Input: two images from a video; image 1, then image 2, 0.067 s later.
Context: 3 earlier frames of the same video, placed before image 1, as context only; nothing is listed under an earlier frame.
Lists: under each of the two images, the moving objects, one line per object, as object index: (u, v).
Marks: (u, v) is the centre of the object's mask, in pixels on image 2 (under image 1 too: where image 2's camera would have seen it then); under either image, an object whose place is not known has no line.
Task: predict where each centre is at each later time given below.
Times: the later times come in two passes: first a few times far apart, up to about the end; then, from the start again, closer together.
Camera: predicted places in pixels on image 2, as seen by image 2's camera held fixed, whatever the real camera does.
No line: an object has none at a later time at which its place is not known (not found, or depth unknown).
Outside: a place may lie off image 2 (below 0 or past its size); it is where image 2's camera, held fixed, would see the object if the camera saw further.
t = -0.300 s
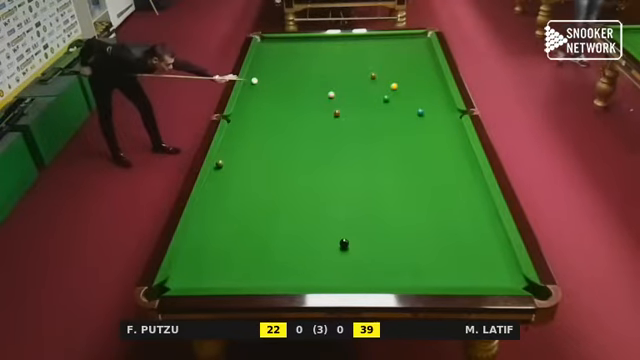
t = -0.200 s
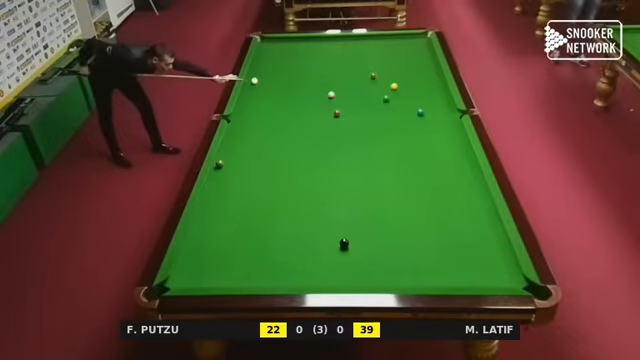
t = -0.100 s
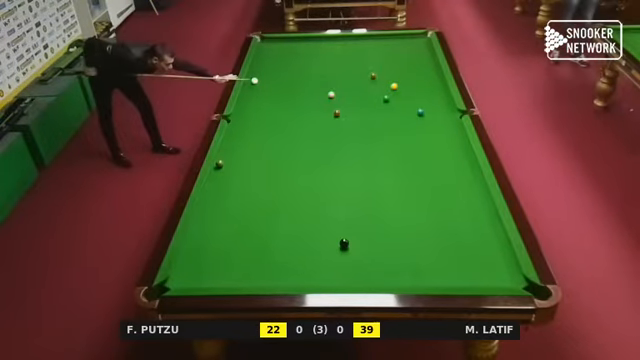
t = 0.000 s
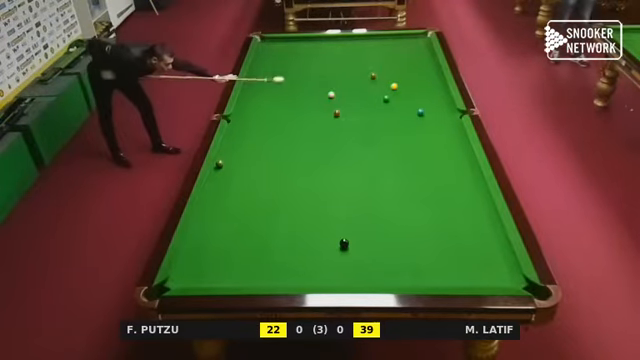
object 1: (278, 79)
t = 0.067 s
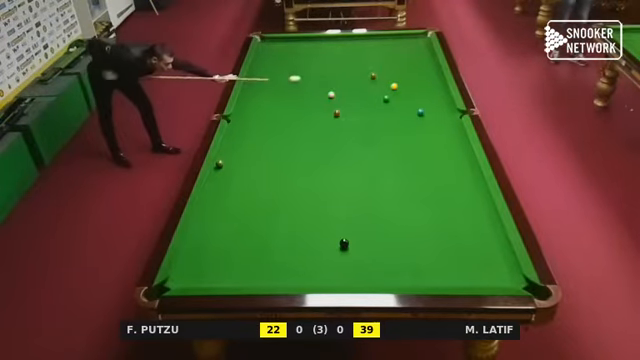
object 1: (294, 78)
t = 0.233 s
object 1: (335, 76)
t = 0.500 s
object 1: (378, 69)
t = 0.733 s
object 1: (401, 60)
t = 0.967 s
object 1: (423, 52)
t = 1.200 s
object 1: (421, 46)
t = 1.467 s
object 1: (403, 42)
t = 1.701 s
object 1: (388, 38)
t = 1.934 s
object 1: (375, 35)
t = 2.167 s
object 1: (364, 38)
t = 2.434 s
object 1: (354, 41)
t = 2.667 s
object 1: (344, 44)
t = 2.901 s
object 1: (335, 47)
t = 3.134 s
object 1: (326, 49)
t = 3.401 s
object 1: (318, 52)
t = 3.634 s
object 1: (309, 54)
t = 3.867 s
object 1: (302, 56)
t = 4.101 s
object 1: (295, 59)
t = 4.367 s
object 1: (287, 61)
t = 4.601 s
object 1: (281, 63)
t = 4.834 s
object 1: (276, 64)
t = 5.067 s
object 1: (270, 65)
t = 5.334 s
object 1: (265, 67)
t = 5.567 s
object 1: (261, 68)
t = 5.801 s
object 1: (257, 69)
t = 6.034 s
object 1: (255, 70)
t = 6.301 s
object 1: (251, 71)
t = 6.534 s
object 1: (250, 71)
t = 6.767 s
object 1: (250, 71)
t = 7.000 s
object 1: (250, 71)
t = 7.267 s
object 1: (250, 71)
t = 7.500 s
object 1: (250, 71)
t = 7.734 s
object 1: (250, 71)
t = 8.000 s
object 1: (250, 71)
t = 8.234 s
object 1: (250, 71)
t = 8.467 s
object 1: (250, 71)
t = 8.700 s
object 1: (250, 71)
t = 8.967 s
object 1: (250, 71)
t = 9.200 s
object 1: (250, 71)
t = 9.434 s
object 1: (250, 71)
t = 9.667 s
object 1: (250, 71)
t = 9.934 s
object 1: (250, 71)
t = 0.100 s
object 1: (302, 78)
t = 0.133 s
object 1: (310, 77)
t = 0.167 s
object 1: (319, 76)
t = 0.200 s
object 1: (326, 76)
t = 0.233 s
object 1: (335, 76)
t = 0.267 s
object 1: (342, 76)
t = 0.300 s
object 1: (351, 75)
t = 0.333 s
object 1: (358, 75)
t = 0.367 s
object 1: (366, 74)
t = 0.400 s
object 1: (370, 73)
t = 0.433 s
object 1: (372, 71)
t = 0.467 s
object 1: (375, 70)
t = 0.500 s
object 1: (378, 69)
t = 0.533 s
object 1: (381, 67)
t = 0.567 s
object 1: (385, 66)
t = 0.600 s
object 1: (388, 65)
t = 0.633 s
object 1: (391, 63)
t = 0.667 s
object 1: (395, 62)
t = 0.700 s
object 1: (398, 61)
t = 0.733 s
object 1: (401, 60)
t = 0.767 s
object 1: (404, 59)
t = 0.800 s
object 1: (408, 58)
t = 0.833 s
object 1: (411, 57)
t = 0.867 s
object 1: (414, 55)
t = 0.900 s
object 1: (417, 54)
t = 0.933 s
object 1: (420, 53)
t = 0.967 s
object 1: (423, 52)
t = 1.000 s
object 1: (426, 51)
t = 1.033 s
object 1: (429, 50)
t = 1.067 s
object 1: (431, 49)
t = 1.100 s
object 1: (428, 48)
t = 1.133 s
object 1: (425, 48)
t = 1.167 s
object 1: (423, 47)
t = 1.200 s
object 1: (421, 46)
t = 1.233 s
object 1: (418, 46)
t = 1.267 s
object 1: (416, 45)
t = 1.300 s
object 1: (414, 45)
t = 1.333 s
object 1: (411, 44)
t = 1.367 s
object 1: (409, 43)
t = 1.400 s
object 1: (407, 43)
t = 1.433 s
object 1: (405, 43)
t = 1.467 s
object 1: (403, 42)
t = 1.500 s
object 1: (401, 41)
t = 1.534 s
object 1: (398, 41)
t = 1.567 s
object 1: (396, 40)
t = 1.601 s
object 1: (394, 40)
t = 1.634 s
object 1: (392, 39)
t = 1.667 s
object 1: (390, 39)
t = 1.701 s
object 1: (388, 38)
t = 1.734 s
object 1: (386, 38)
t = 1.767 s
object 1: (384, 37)
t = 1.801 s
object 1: (382, 37)
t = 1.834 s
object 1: (380, 36)
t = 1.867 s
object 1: (378, 36)
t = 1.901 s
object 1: (376, 35)
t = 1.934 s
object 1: (375, 35)
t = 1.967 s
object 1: (373, 35)
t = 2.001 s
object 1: (372, 36)
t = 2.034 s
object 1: (370, 36)
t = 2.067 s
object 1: (369, 37)
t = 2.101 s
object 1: (367, 37)
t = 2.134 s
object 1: (366, 37)
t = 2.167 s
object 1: (364, 38)
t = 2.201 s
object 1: (363, 38)
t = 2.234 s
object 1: (362, 39)
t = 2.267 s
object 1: (360, 39)
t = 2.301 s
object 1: (359, 39)
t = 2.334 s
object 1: (358, 40)
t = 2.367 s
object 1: (356, 40)
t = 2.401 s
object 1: (355, 41)
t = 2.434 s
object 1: (354, 41)
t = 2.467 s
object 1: (352, 42)
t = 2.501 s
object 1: (351, 42)
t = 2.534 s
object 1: (350, 42)
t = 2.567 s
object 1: (348, 43)
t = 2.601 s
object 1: (347, 43)
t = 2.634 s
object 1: (346, 43)
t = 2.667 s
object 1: (344, 44)
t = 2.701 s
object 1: (343, 44)
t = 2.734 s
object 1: (342, 45)
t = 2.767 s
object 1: (340, 45)
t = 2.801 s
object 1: (339, 45)
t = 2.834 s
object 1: (338, 46)
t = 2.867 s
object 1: (336, 46)
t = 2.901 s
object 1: (335, 47)
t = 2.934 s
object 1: (334, 47)
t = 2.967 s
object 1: (332, 47)
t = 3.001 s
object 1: (331, 48)
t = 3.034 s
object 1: (330, 48)
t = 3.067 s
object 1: (329, 48)
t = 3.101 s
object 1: (328, 49)
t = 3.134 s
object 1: (326, 49)
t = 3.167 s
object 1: (325, 50)
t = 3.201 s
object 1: (324, 50)
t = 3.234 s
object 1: (323, 50)
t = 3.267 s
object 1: (322, 51)
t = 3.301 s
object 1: (321, 51)
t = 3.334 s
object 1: (320, 51)
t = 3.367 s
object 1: (318, 52)
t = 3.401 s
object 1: (318, 52)
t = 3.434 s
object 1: (316, 52)
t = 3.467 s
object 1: (315, 53)
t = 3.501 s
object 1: (314, 53)
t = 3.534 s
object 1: (313, 53)
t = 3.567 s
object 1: (312, 54)
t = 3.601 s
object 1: (310, 54)
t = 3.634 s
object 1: (309, 54)
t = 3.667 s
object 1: (308, 55)
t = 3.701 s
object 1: (307, 55)
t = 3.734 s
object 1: (306, 55)
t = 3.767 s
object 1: (305, 56)
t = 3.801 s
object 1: (304, 56)
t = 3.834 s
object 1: (303, 56)
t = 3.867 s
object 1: (302, 56)
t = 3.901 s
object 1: (301, 57)
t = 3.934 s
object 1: (300, 57)
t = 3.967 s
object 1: (299, 57)
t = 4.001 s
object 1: (298, 58)
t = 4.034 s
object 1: (297, 58)
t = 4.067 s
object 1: (296, 58)
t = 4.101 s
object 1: (295, 59)
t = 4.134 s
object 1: (294, 59)
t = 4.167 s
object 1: (293, 59)
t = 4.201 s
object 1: (292, 59)
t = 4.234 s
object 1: (291, 60)
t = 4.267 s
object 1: (290, 60)
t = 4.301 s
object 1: (289, 60)
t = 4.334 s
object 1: (288, 61)
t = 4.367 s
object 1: (287, 61)
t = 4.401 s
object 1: (287, 61)
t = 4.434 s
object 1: (286, 61)
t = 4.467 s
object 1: (285, 61)
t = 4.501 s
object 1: (284, 62)
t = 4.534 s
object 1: (283, 62)
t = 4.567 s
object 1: (282, 62)
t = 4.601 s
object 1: (281, 63)
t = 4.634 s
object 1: (281, 63)
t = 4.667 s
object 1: (280, 63)
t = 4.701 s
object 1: (279, 63)
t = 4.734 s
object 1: (278, 63)
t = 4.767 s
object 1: (277, 63)
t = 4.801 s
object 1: (276, 64)
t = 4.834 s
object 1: (276, 64)
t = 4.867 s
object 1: (275, 64)
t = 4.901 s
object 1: (274, 64)
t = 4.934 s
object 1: (273, 65)
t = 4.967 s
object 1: (272, 65)
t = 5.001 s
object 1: (272, 65)
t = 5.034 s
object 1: (271, 65)
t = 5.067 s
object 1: (270, 65)
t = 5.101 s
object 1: (270, 66)
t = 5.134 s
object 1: (269, 66)
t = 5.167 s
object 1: (268, 66)
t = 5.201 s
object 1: (268, 66)
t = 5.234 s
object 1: (267, 66)
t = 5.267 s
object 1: (266, 66)
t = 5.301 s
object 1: (266, 67)
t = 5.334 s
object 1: (265, 67)
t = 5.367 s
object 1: (264, 67)
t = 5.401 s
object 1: (264, 67)
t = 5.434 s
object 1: (263, 67)
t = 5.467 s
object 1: (263, 68)
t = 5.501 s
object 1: (262, 68)
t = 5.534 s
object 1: (261, 68)
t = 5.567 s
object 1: (261, 68)
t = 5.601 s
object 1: (260, 68)
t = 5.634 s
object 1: (260, 68)
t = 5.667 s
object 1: (259, 69)
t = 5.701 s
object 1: (259, 69)
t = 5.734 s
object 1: (258, 69)
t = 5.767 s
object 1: (258, 69)
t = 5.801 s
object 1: (257, 69)
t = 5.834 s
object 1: (257, 69)
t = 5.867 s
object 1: (257, 69)
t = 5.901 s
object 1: (256, 70)
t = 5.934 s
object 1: (255, 69)
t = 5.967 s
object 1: (255, 70)
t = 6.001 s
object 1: (255, 70)
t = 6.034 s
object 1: (255, 70)
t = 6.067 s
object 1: (254, 70)
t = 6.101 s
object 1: (253, 70)
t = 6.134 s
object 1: (253, 70)
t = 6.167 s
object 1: (253, 70)
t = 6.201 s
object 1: (252, 70)
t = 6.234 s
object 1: (252, 70)
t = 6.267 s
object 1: (251, 70)
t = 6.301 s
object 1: (251, 71)
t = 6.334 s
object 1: (251, 71)
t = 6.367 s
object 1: (251, 71)
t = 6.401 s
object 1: (250, 71)
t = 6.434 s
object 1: (250, 71)
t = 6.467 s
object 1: (250, 71)
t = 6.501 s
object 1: (250, 71)
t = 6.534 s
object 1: (250, 71)
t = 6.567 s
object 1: (250, 71)
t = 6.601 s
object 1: (250, 71)
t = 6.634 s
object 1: (250, 71)
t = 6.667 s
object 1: (250, 71)
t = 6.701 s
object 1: (250, 71)
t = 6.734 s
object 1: (250, 71)
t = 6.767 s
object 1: (250, 71)
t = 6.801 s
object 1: (250, 71)
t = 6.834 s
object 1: (250, 71)
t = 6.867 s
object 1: (250, 71)
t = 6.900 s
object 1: (250, 71)
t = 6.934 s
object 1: (250, 71)
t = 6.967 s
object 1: (250, 71)
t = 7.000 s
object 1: (250, 71)
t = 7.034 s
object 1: (250, 71)
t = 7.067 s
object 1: (250, 71)
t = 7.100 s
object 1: (250, 71)
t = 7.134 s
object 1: (250, 71)
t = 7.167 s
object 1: (250, 71)
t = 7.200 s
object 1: (250, 71)
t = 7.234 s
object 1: (250, 71)
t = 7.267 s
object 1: (250, 71)
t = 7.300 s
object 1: (250, 71)
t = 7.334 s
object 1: (250, 71)
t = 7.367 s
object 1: (250, 71)
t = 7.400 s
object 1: (250, 71)
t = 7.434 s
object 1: (250, 71)
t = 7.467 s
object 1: (250, 71)
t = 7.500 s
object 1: (250, 71)
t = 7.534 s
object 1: (250, 71)
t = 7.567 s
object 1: (250, 71)
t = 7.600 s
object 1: (250, 71)
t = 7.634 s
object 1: (250, 71)
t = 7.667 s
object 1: (250, 71)
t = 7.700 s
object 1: (250, 71)
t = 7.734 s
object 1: (250, 71)
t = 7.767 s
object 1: (250, 71)
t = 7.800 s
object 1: (250, 71)
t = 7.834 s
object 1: (250, 71)
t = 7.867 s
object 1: (250, 71)
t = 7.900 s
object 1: (250, 71)
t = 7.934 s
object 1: (250, 71)
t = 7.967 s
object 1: (250, 71)
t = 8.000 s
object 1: (250, 71)
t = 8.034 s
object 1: (250, 71)
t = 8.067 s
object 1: (250, 71)
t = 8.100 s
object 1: (250, 71)
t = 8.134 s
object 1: (250, 71)
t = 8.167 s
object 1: (250, 71)
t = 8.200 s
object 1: (250, 71)
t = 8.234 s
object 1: (250, 71)
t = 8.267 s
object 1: (250, 71)
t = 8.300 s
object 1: (250, 71)
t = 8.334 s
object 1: (250, 71)
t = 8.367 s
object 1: (250, 71)
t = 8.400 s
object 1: (250, 71)
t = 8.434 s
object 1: (250, 71)
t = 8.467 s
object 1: (250, 71)
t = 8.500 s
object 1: (250, 71)
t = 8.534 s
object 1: (250, 71)
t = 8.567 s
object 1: (250, 71)
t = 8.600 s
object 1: (250, 71)
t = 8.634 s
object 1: (250, 71)
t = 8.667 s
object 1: (250, 71)
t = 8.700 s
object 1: (250, 71)
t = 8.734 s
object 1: (250, 71)
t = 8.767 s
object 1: (250, 71)
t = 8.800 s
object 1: (250, 71)
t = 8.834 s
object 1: (250, 71)
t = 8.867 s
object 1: (250, 71)
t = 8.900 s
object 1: (250, 71)
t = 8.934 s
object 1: (250, 71)
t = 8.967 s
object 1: (250, 71)
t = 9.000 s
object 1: (250, 71)
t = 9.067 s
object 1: (250, 71)
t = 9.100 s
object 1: (250, 71)
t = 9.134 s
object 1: (250, 71)
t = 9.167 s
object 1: (250, 71)
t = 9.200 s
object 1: (250, 71)
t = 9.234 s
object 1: (250, 71)
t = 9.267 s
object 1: (250, 71)
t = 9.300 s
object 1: (250, 71)
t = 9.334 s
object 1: (250, 71)
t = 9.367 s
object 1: (250, 71)
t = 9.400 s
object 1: (250, 71)
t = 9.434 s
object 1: (250, 71)
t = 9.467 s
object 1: (250, 71)
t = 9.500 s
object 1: (250, 71)
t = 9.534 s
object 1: (250, 71)
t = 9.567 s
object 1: (250, 71)
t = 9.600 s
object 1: (250, 71)
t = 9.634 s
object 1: (250, 71)
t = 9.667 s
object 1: (250, 71)
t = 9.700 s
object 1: (250, 71)
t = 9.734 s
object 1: (250, 71)
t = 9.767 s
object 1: (250, 71)
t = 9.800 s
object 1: (250, 71)
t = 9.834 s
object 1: (250, 71)
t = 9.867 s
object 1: (250, 71)
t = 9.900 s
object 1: (250, 71)
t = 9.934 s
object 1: (250, 71)
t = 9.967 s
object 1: (250, 71)
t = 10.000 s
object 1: (250, 71)
